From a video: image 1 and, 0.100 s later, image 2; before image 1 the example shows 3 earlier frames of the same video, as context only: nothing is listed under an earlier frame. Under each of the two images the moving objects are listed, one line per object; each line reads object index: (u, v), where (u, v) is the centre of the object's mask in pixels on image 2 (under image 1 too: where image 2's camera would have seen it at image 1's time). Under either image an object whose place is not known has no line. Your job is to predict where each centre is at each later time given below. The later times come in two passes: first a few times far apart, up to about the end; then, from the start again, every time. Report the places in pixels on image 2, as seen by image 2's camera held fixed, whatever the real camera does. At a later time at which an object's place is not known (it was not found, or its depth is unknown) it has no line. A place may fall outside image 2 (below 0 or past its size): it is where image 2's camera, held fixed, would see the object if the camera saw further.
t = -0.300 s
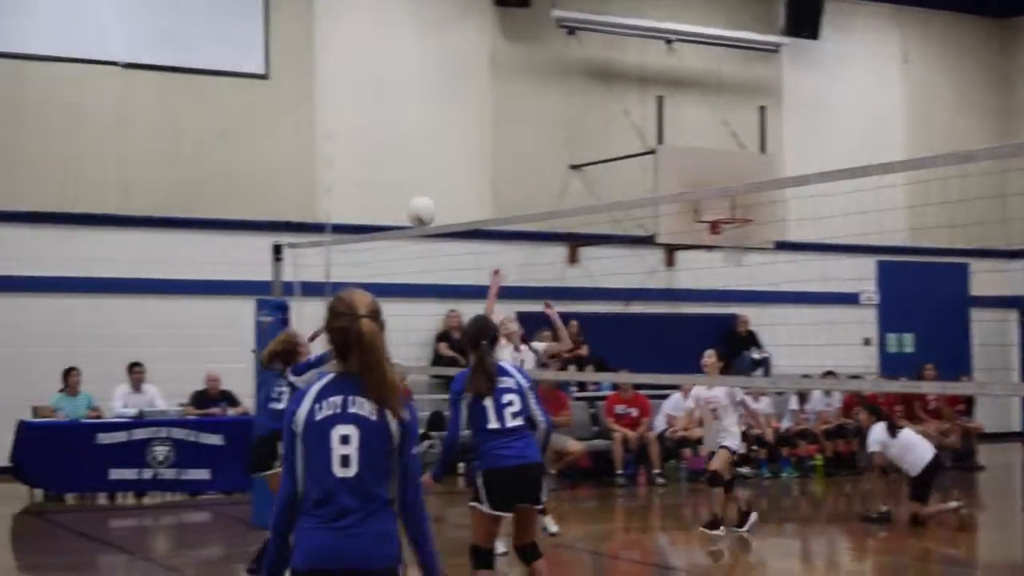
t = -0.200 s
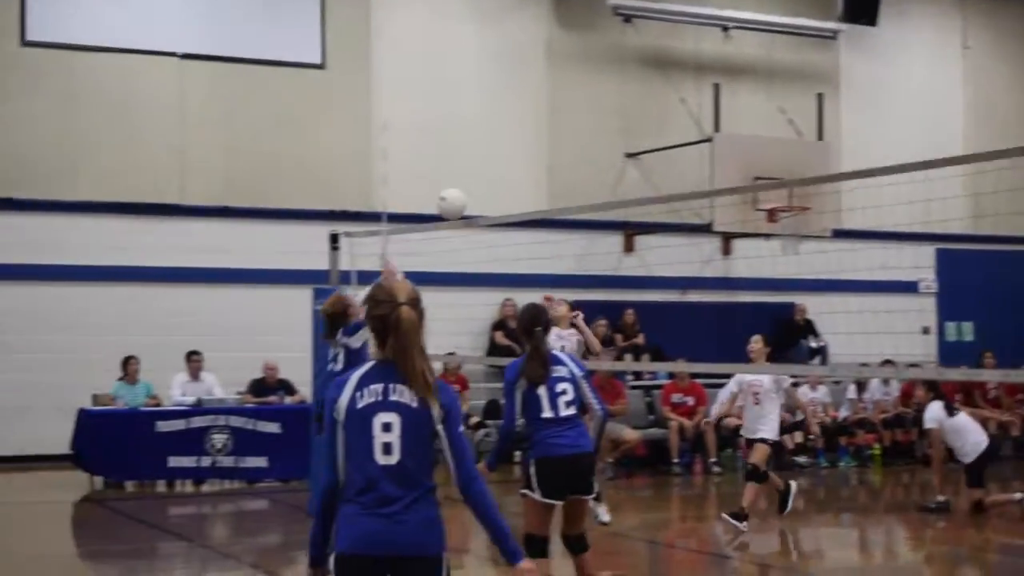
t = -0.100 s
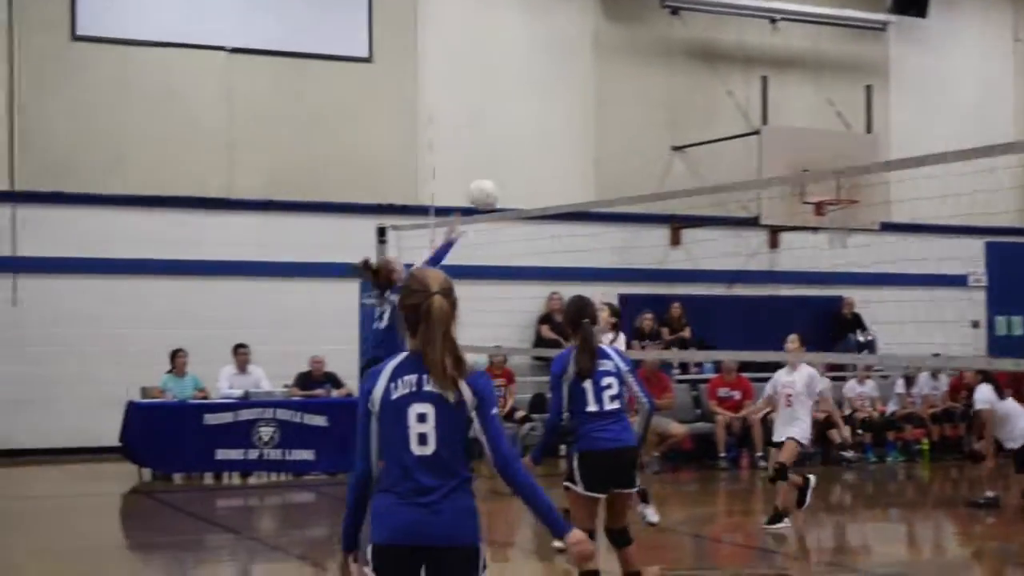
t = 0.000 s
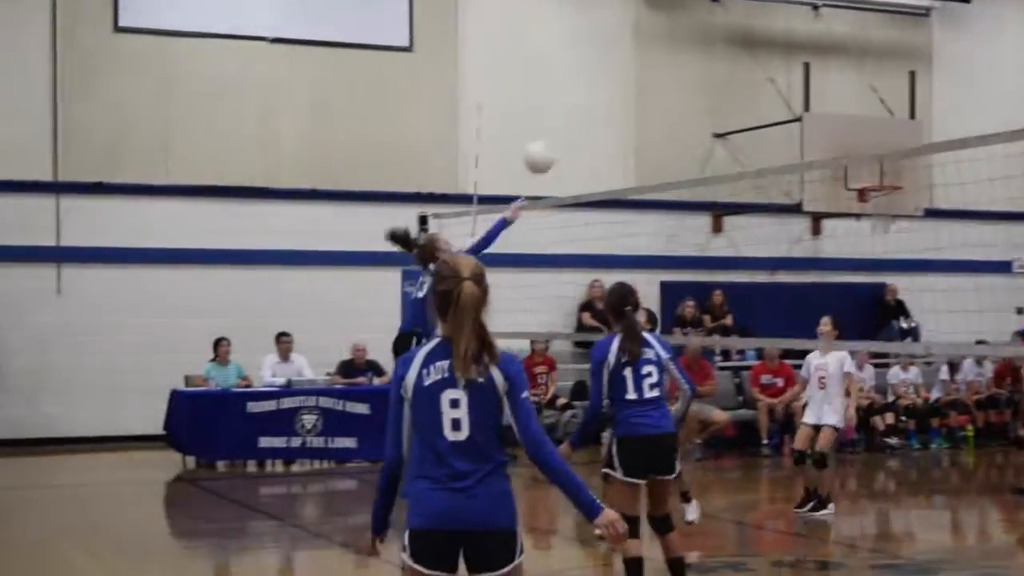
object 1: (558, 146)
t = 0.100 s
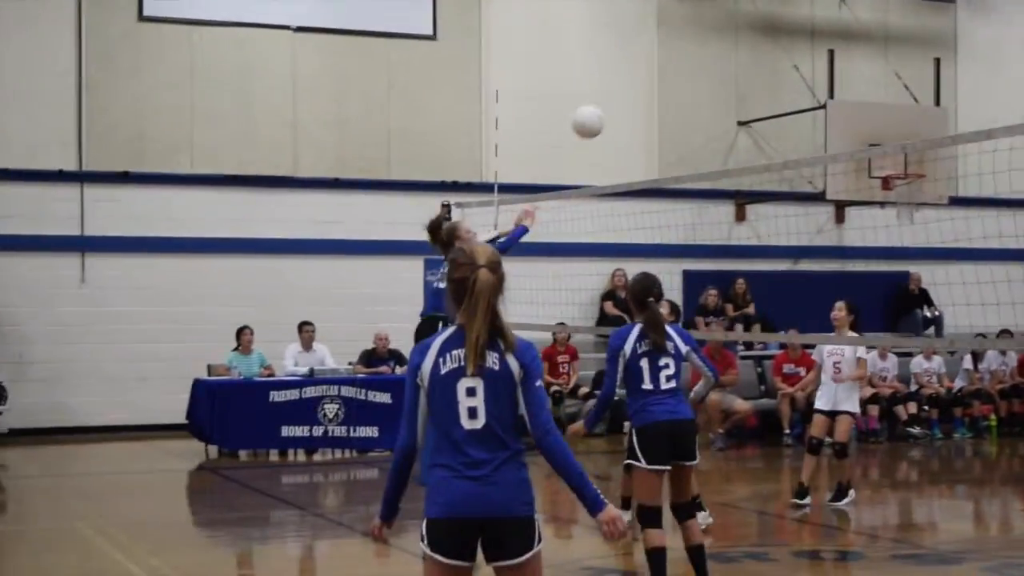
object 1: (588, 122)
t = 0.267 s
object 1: (635, 114)
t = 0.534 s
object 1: (713, 198)
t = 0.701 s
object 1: (767, 315)
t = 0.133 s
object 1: (596, 117)
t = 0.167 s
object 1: (606, 114)
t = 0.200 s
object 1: (615, 113)
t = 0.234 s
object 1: (626, 112)
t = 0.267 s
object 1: (635, 114)
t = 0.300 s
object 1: (644, 118)
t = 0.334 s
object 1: (654, 124)
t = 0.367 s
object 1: (663, 132)
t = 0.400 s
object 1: (673, 141)
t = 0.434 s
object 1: (683, 152)
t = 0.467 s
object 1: (693, 161)
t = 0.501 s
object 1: (703, 181)
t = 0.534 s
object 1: (713, 198)
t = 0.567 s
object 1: (723, 217)
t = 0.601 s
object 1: (734, 239)
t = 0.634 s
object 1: (745, 264)
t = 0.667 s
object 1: (756, 289)
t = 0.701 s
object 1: (767, 315)
